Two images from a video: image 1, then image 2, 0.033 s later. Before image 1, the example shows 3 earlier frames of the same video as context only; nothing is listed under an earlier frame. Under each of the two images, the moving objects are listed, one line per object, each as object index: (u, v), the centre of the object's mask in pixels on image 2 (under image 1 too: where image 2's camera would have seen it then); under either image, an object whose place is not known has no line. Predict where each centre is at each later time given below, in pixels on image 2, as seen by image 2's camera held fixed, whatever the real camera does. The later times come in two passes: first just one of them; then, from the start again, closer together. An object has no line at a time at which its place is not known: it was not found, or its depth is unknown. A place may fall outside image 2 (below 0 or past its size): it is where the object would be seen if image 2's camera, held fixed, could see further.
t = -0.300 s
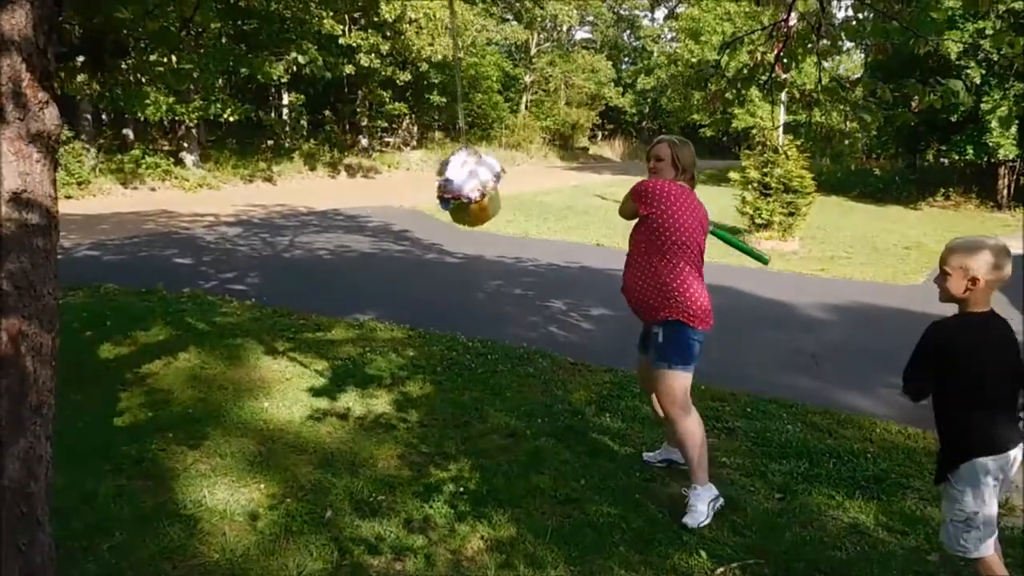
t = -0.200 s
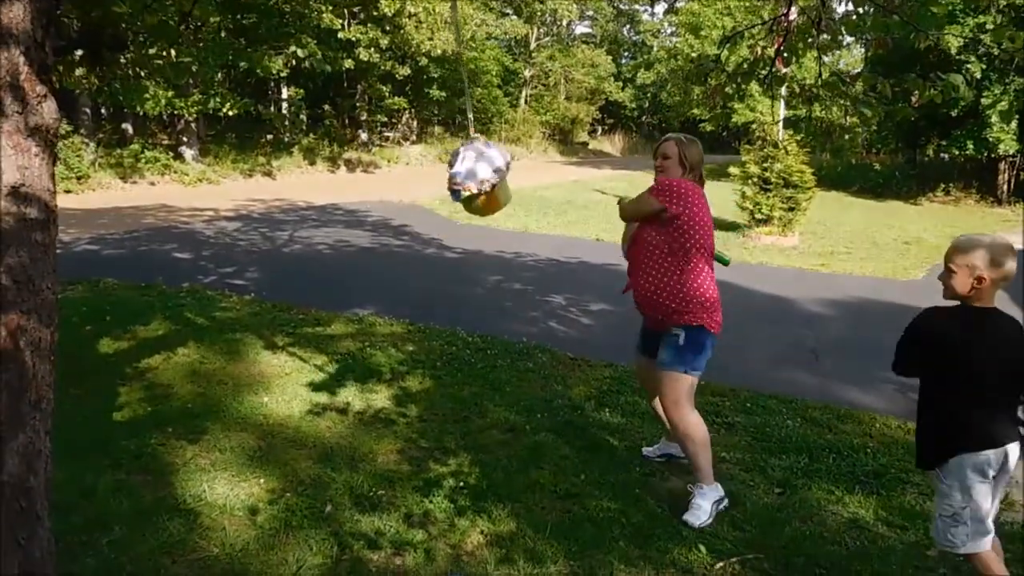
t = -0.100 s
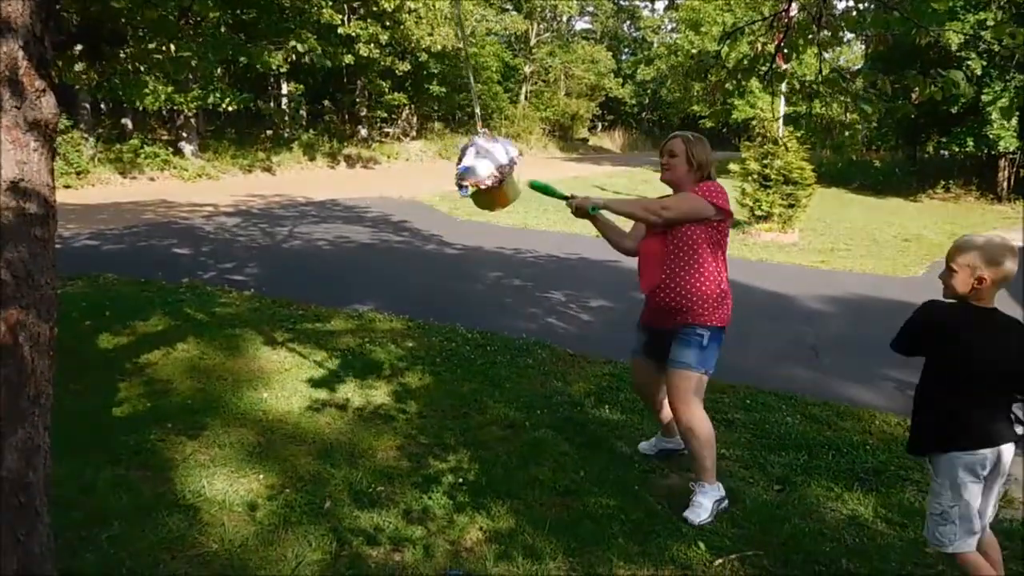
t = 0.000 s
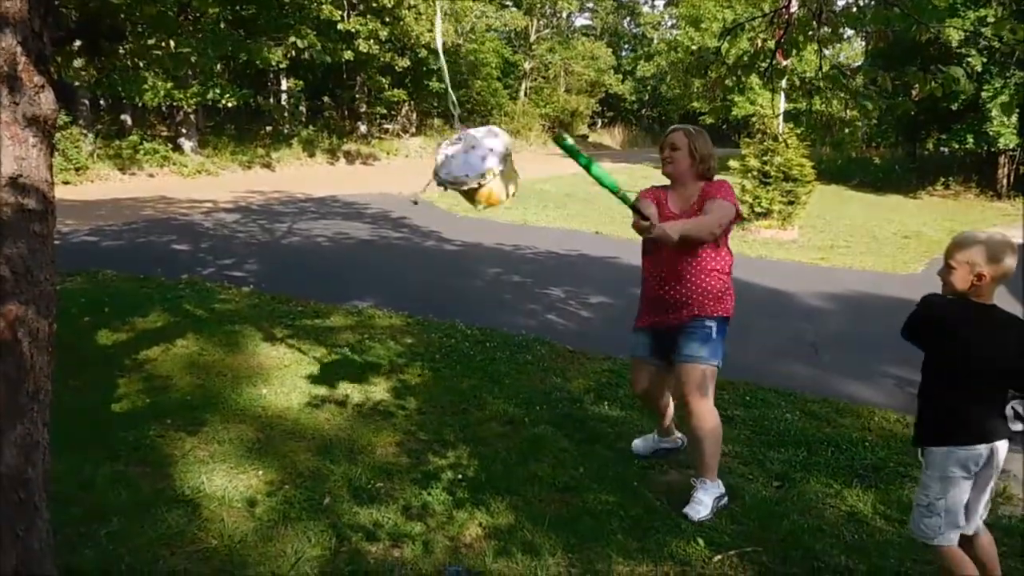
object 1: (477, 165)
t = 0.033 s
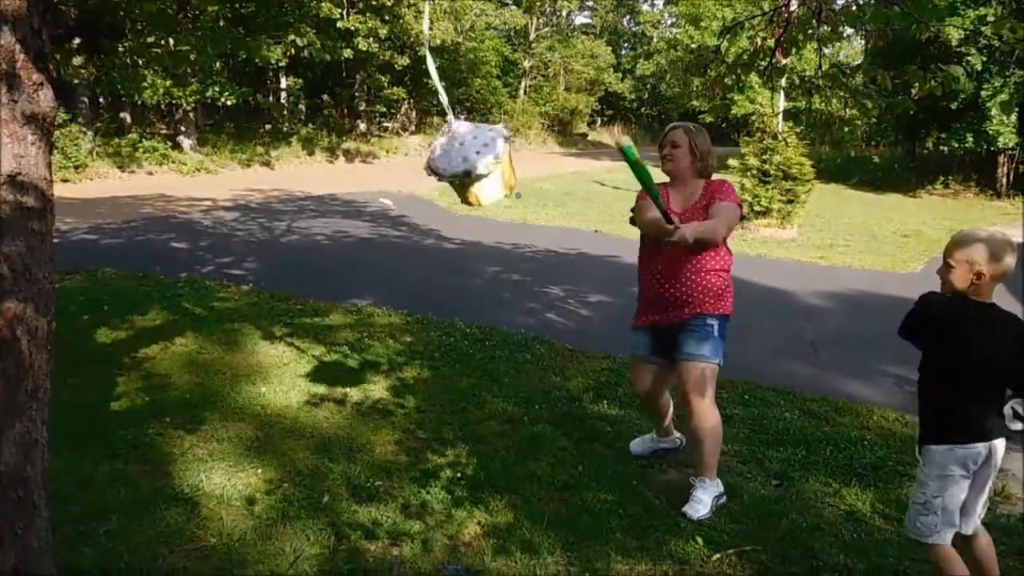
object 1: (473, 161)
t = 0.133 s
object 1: (467, 158)
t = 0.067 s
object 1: (468, 160)
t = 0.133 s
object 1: (467, 158)
